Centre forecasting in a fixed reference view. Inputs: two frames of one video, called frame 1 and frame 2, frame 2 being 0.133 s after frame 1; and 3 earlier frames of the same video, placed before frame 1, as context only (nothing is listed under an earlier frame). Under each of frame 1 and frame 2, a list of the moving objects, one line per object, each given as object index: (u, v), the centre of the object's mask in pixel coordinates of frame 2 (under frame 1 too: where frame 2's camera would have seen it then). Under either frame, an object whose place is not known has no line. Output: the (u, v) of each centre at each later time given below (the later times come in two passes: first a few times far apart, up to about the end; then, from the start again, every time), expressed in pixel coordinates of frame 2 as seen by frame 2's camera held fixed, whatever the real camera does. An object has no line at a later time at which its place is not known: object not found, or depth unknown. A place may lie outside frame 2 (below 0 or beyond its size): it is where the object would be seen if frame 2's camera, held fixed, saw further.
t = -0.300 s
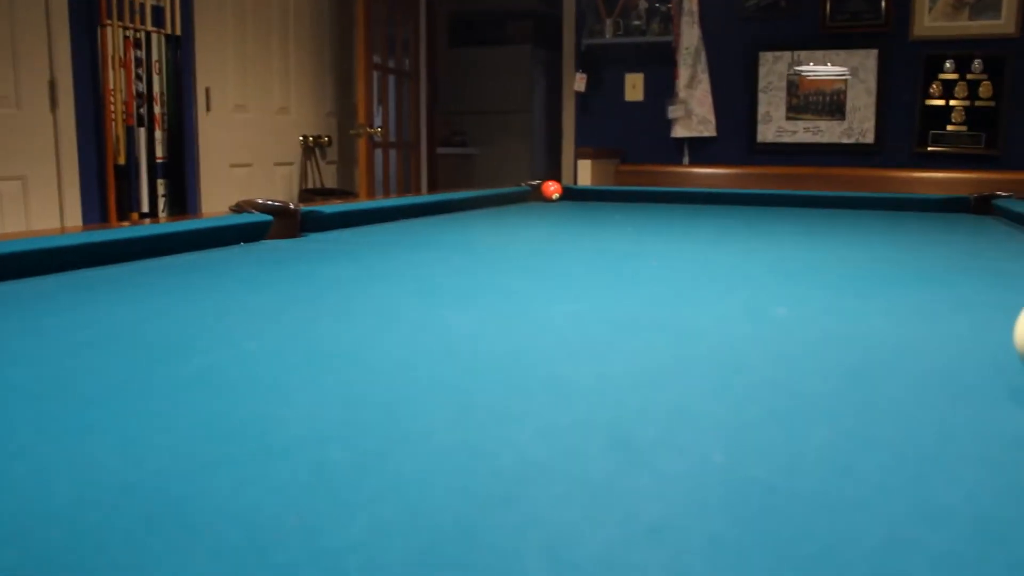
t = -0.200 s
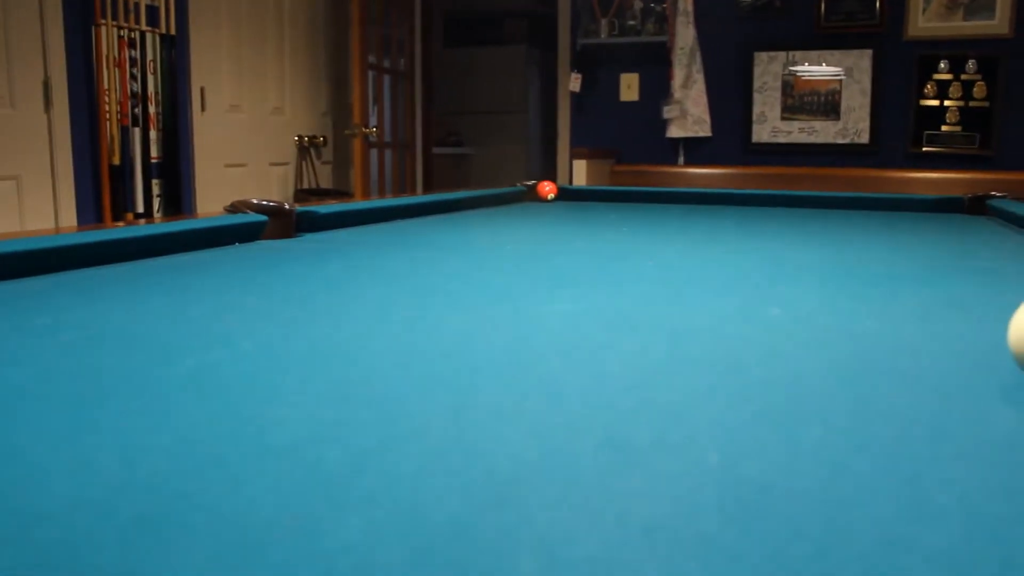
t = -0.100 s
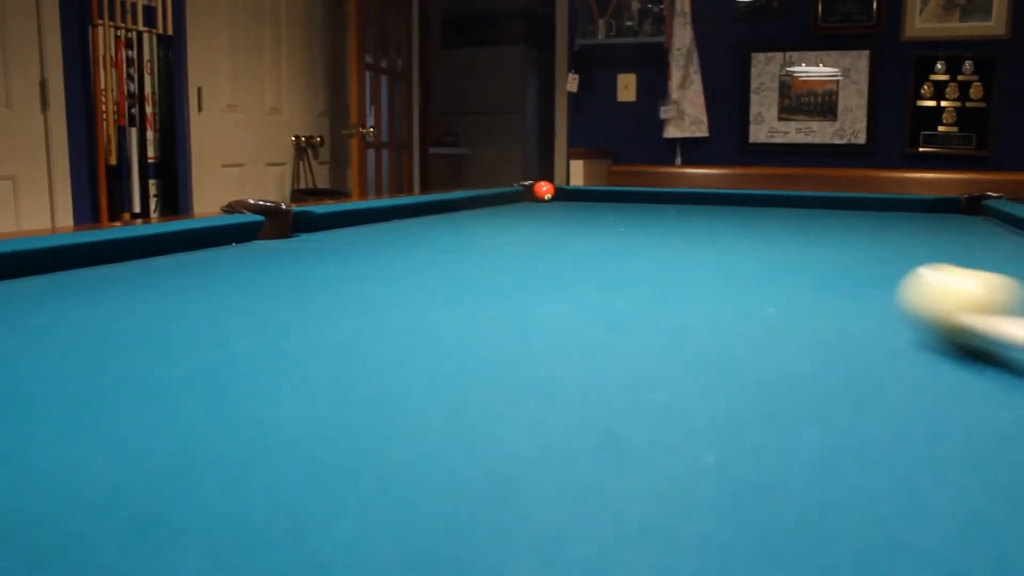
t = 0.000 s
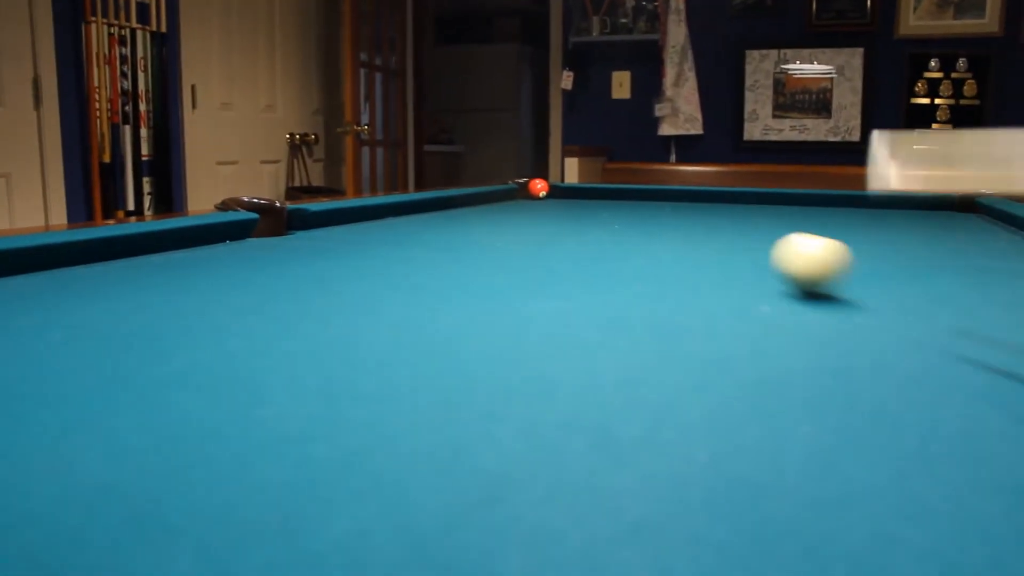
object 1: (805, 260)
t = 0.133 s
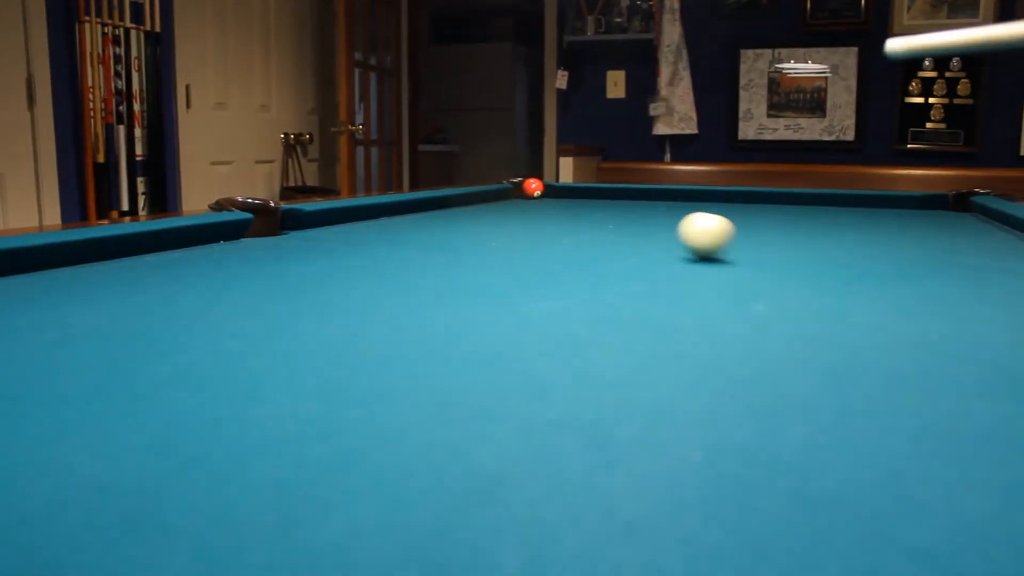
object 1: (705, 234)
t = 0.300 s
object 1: (640, 217)
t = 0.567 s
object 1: (582, 201)
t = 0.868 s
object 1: (542, 192)
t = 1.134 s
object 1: (527, 189)
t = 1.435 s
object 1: (544, 188)
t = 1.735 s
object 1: (549, 188)
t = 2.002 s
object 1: (547, 187)
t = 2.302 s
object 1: (545, 187)
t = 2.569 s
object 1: (544, 187)
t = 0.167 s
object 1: (689, 229)
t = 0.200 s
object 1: (674, 226)
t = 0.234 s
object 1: (662, 223)
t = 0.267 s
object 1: (650, 219)
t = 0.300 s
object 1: (640, 217)
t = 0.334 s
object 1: (631, 214)
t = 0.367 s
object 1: (623, 211)
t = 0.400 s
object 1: (615, 210)
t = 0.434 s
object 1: (607, 208)
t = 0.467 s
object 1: (600, 206)
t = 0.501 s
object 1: (594, 204)
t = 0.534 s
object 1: (587, 203)
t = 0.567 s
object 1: (582, 201)
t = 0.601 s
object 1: (577, 200)
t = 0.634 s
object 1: (571, 199)
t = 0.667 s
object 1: (566, 197)
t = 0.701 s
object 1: (562, 196)
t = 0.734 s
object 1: (557, 195)
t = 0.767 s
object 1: (553, 194)
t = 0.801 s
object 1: (549, 193)
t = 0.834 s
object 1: (545, 192)
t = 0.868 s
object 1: (542, 192)
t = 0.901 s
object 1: (538, 191)
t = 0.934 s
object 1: (535, 190)
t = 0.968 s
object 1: (531, 189)
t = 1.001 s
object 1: (529, 189)
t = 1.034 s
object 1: (525, 188)
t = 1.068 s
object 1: (522, 188)
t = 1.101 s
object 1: (525, 188)
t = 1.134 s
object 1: (527, 189)
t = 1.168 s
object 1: (530, 188)
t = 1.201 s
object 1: (531, 188)
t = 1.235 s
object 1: (534, 188)
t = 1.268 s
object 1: (535, 188)
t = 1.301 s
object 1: (537, 188)
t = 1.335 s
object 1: (539, 188)
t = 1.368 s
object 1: (541, 188)
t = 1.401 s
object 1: (543, 188)
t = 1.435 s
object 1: (544, 188)
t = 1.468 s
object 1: (546, 188)
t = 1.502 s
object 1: (547, 188)
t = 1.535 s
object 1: (549, 188)
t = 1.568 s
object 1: (550, 187)
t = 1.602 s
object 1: (550, 188)
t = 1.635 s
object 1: (550, 188)
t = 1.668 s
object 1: (549, 188)
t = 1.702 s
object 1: (549, 188)
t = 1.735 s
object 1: (549, 188)
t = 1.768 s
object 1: (549, 188)
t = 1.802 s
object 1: (548, 188)
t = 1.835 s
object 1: (548, 188)
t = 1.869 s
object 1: (548, 188)
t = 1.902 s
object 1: (547, 188)
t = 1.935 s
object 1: (547, 188)
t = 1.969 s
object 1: (547, 187)
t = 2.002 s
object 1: (547, 187)
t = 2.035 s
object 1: (546, 187)
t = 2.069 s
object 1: (546, 187)
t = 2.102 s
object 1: (546, 188)
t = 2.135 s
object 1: (546, 187)
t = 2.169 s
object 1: (546, 187)
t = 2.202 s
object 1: (545, 187)
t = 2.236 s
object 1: (545, 188)
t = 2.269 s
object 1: (545, 187)
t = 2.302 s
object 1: (545, 187)
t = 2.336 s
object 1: (545, 187)
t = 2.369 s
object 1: (545, 187)
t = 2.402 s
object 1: (545, 187)
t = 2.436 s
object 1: (545, 187)
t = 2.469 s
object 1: (545, 187)
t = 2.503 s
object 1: (545, 187)
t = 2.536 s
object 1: (545, 187)
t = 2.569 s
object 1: (544, 187)
